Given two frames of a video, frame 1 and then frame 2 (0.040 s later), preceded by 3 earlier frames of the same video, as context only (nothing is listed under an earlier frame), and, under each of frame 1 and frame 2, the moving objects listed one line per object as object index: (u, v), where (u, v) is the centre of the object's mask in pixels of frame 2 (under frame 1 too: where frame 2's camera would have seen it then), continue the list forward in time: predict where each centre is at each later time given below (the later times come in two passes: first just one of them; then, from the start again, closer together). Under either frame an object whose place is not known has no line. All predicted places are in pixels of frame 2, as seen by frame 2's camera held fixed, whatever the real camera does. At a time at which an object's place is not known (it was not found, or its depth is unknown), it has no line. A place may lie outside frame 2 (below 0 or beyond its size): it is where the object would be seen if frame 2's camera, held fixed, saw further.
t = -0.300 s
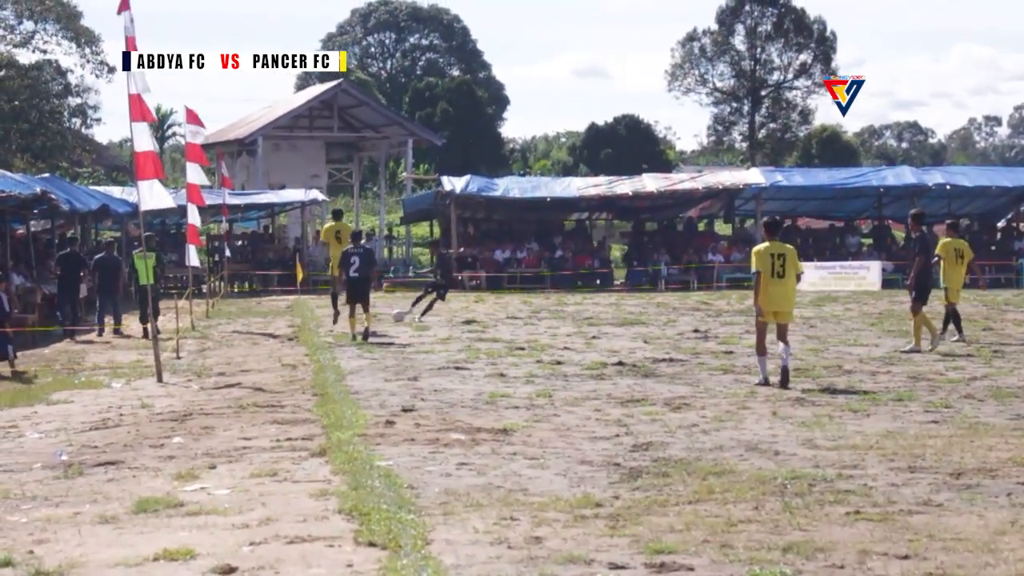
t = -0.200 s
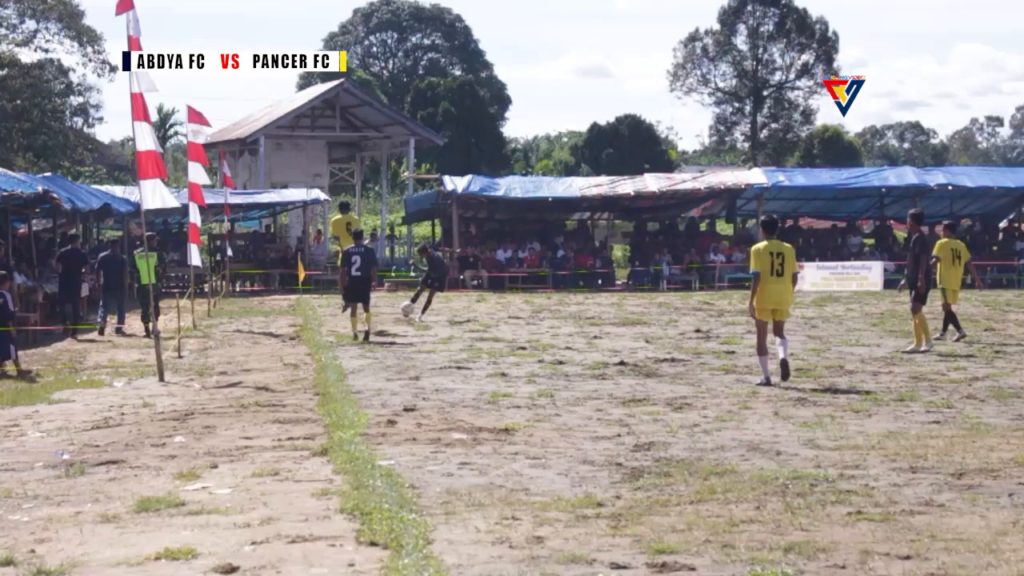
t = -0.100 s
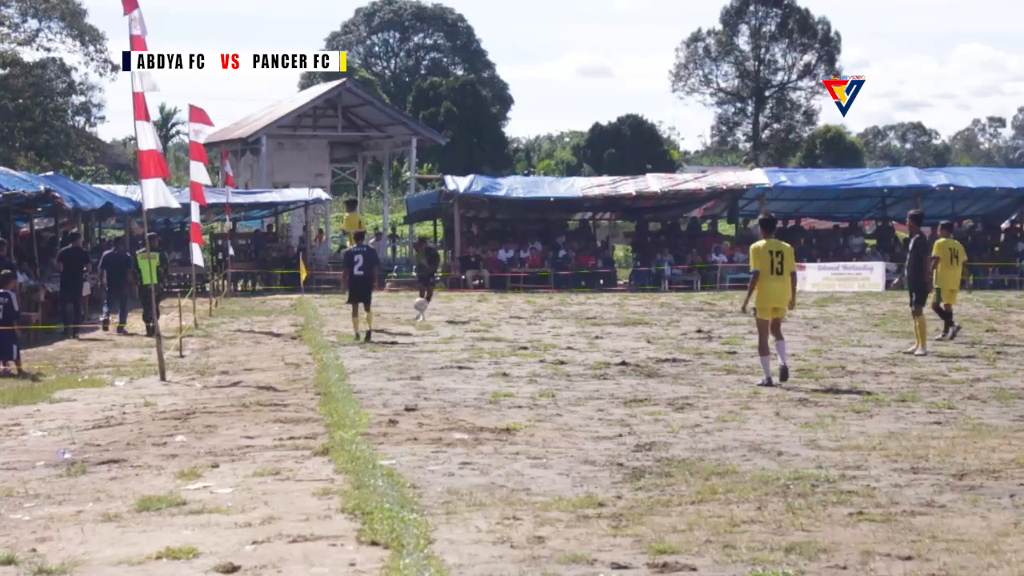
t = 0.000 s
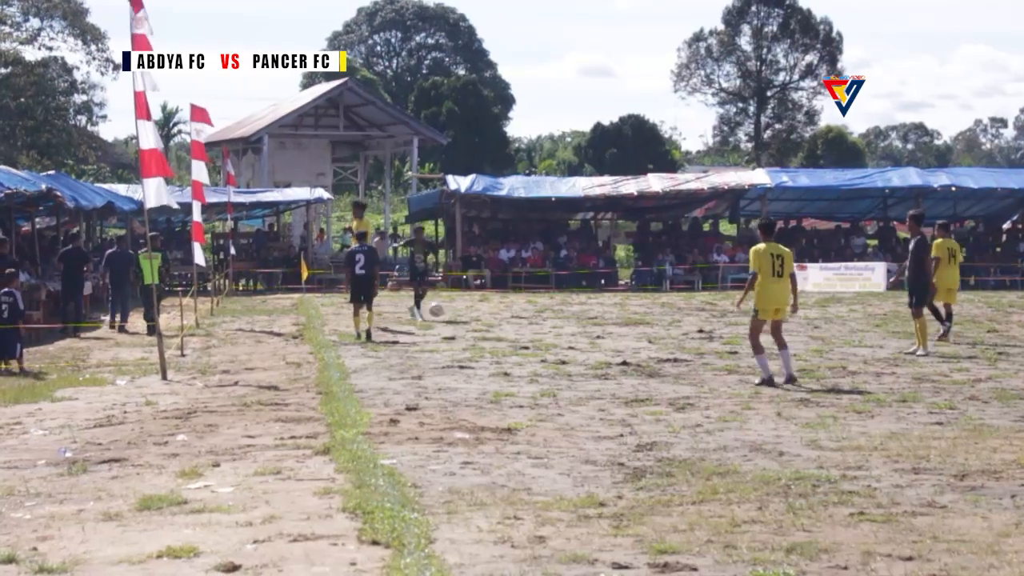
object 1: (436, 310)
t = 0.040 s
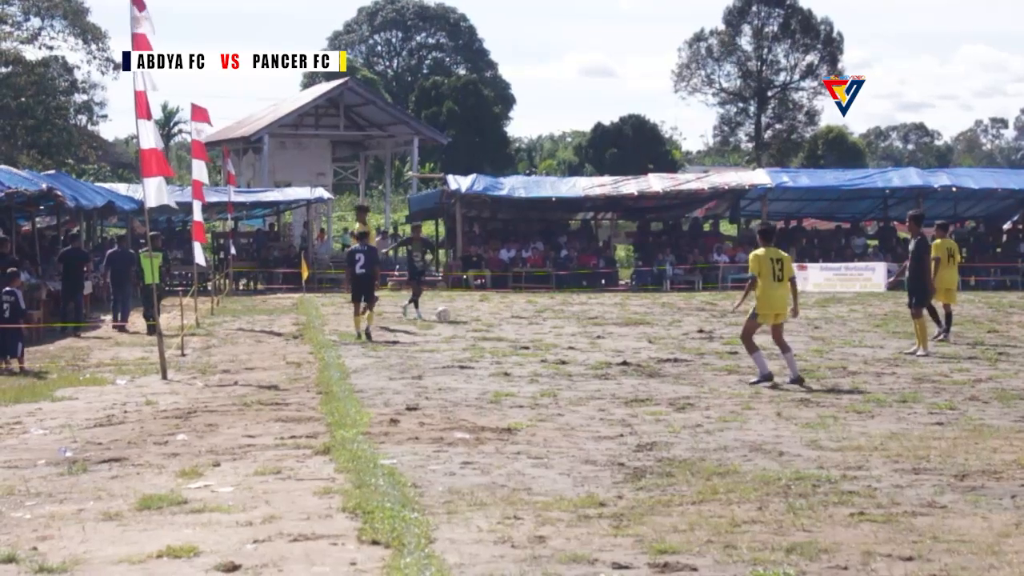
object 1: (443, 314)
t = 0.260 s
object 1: (482, 329)
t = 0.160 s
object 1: (466, 336)
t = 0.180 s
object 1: (469, 334)
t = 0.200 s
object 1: (472, 332)
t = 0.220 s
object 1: (474, 331)
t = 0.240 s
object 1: (477, 330)
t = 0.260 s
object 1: (482, 329)
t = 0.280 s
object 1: (486, 329)
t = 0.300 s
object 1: (489, 328)
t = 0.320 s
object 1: (493, 329)
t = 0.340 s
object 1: (497, 329)
